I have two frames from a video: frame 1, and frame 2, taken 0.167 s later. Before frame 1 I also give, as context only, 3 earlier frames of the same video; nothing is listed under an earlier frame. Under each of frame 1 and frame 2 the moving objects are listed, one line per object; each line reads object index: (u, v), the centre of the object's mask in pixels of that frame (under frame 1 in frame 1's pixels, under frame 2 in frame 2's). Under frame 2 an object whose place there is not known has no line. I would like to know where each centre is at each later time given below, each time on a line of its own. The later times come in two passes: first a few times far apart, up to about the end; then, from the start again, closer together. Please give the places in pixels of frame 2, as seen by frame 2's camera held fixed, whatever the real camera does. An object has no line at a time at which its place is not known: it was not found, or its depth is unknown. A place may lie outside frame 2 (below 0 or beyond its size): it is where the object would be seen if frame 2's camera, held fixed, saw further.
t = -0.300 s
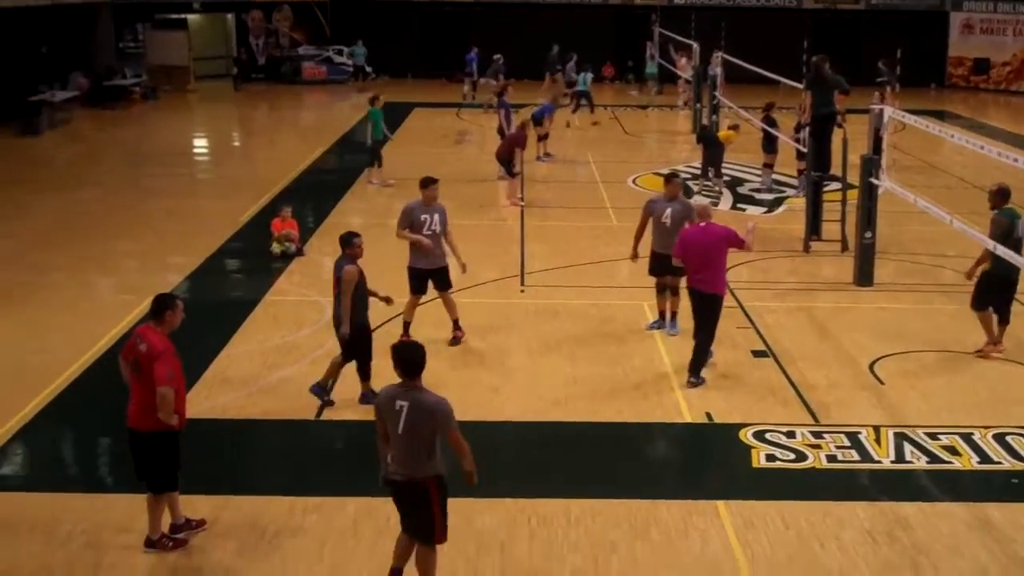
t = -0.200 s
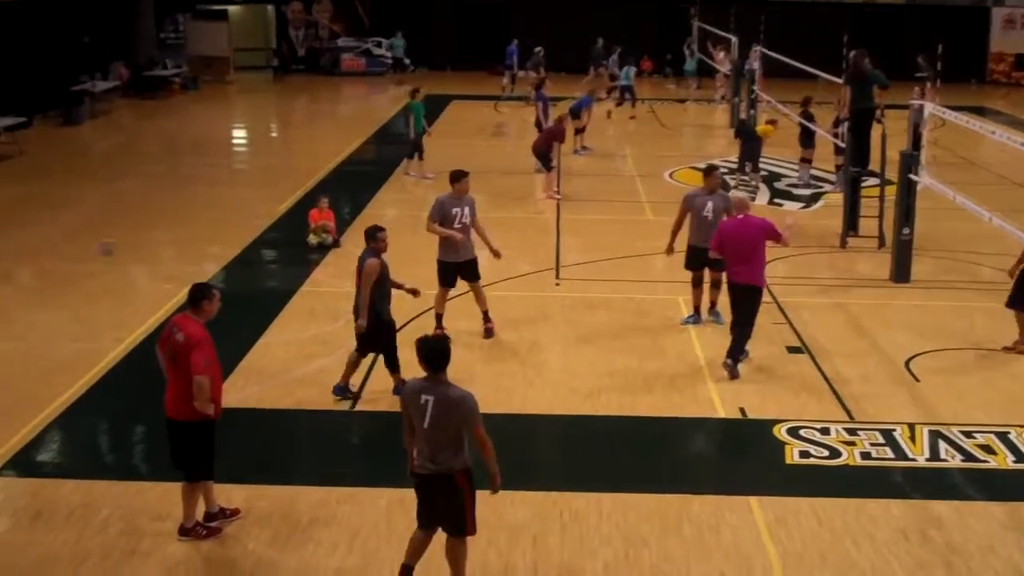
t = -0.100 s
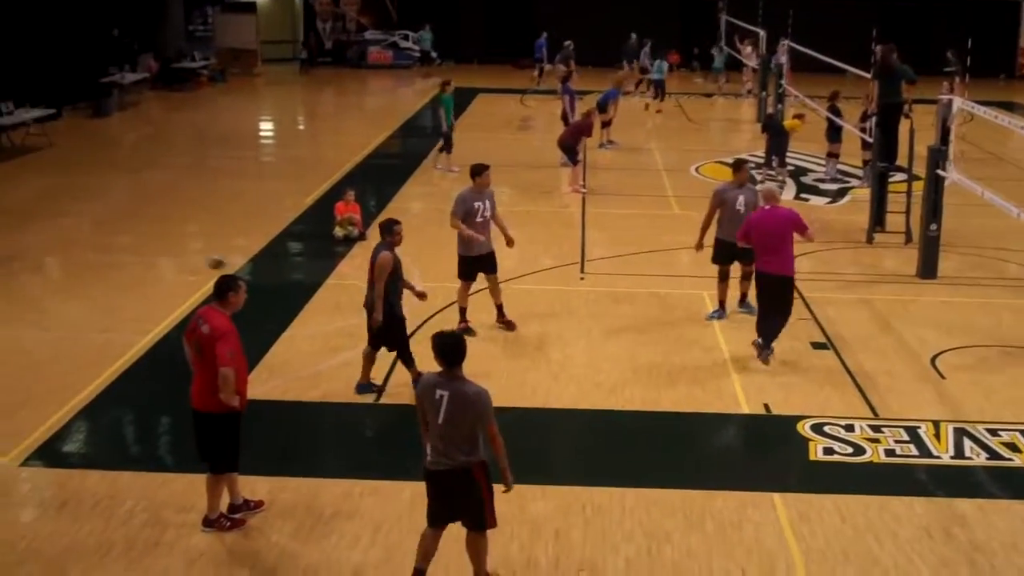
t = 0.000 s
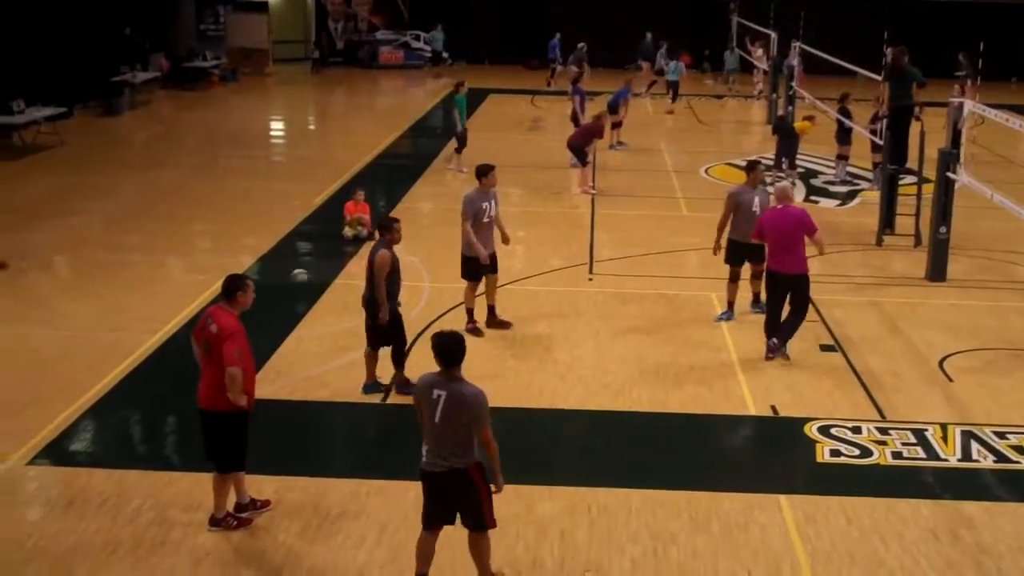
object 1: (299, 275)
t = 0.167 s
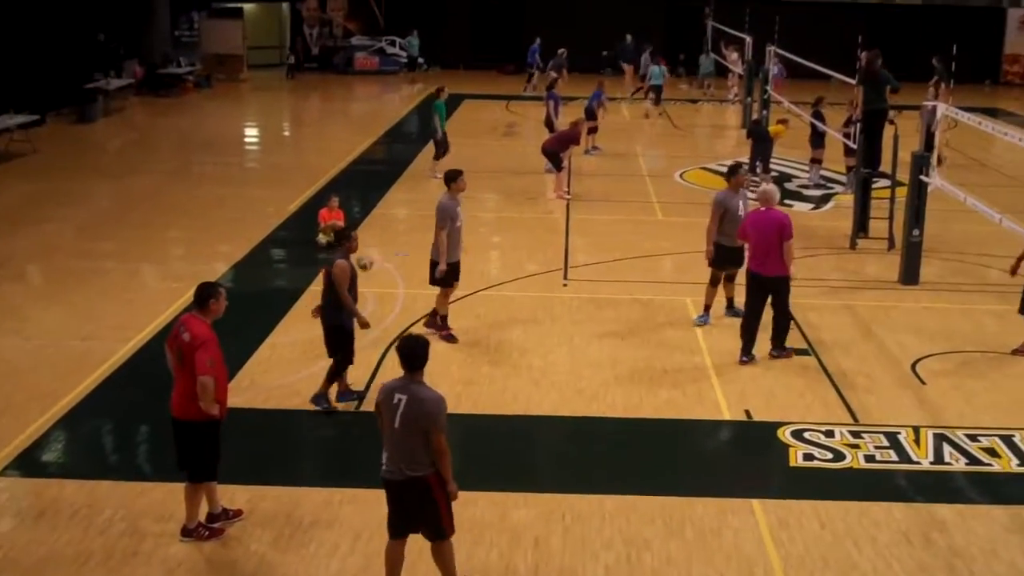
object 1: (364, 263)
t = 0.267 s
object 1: (416, 261)
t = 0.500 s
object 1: (542, 292)
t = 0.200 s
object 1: (383, 262)
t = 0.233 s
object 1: (400, 260)
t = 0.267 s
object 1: (416, 261)
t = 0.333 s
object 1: (456, 266)
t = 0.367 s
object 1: (471, 269)
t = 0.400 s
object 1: (489, 273)
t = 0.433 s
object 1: (506, 280)
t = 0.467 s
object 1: (524, 284)
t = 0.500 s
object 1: (542, 292)
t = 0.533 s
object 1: (559, 300)
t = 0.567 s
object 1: (575, 299)
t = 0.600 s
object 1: (591, 294)
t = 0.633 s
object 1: (608, 290)
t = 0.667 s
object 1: (625, 288)
